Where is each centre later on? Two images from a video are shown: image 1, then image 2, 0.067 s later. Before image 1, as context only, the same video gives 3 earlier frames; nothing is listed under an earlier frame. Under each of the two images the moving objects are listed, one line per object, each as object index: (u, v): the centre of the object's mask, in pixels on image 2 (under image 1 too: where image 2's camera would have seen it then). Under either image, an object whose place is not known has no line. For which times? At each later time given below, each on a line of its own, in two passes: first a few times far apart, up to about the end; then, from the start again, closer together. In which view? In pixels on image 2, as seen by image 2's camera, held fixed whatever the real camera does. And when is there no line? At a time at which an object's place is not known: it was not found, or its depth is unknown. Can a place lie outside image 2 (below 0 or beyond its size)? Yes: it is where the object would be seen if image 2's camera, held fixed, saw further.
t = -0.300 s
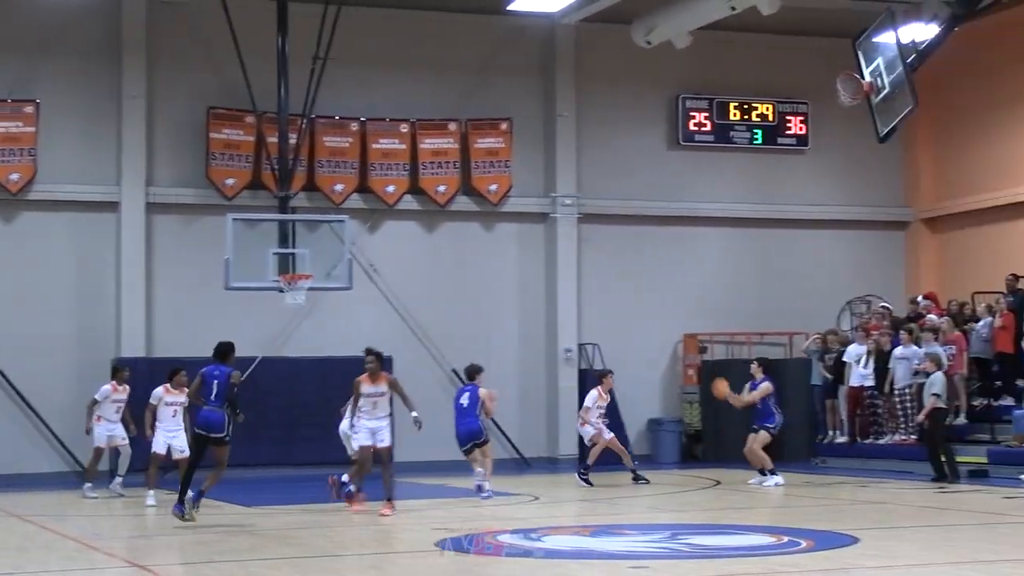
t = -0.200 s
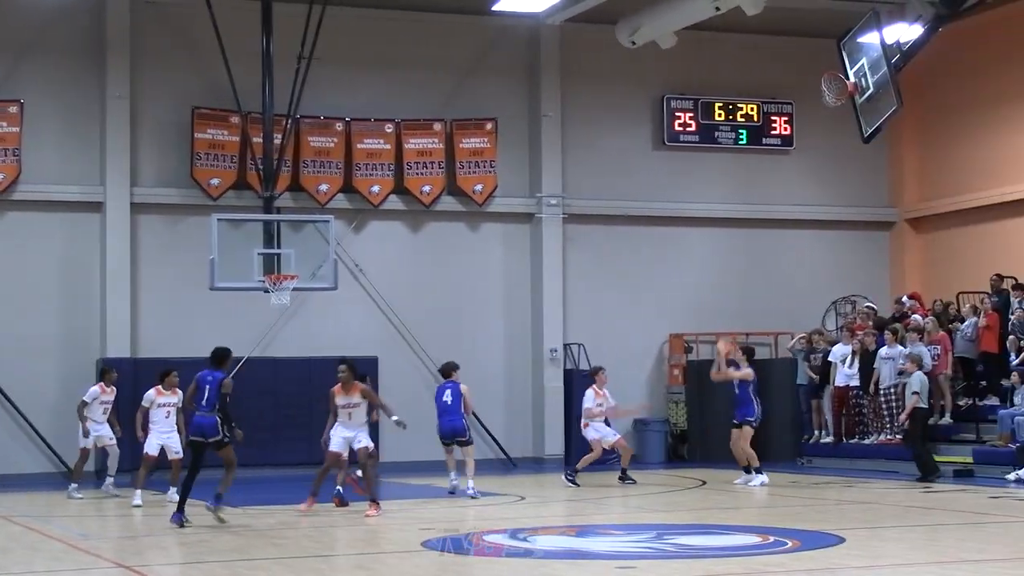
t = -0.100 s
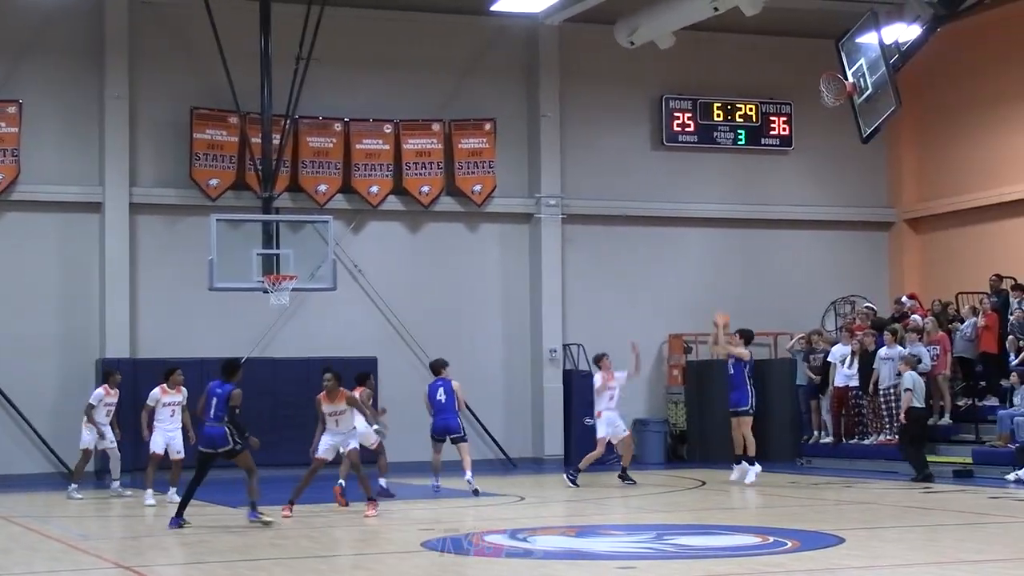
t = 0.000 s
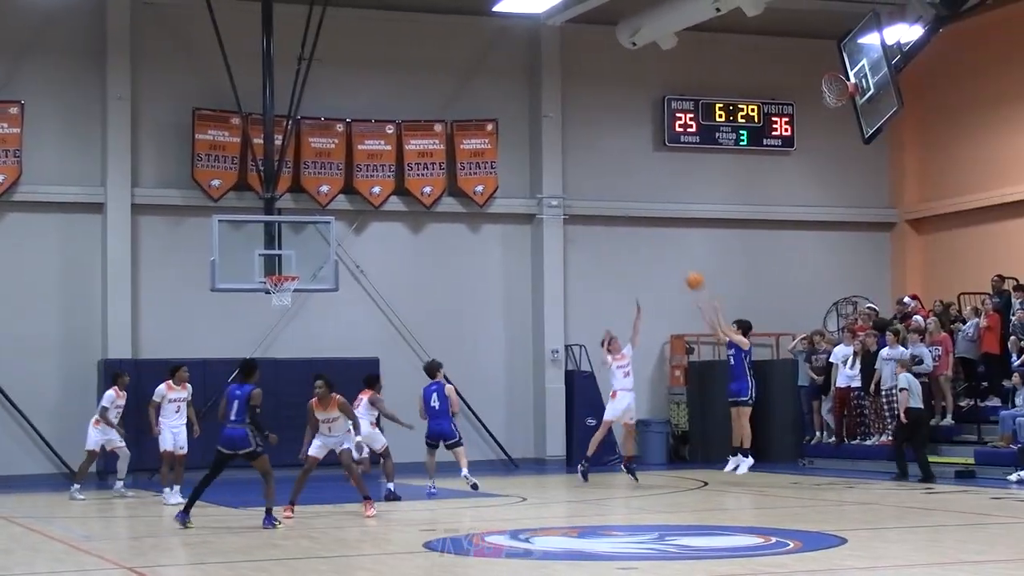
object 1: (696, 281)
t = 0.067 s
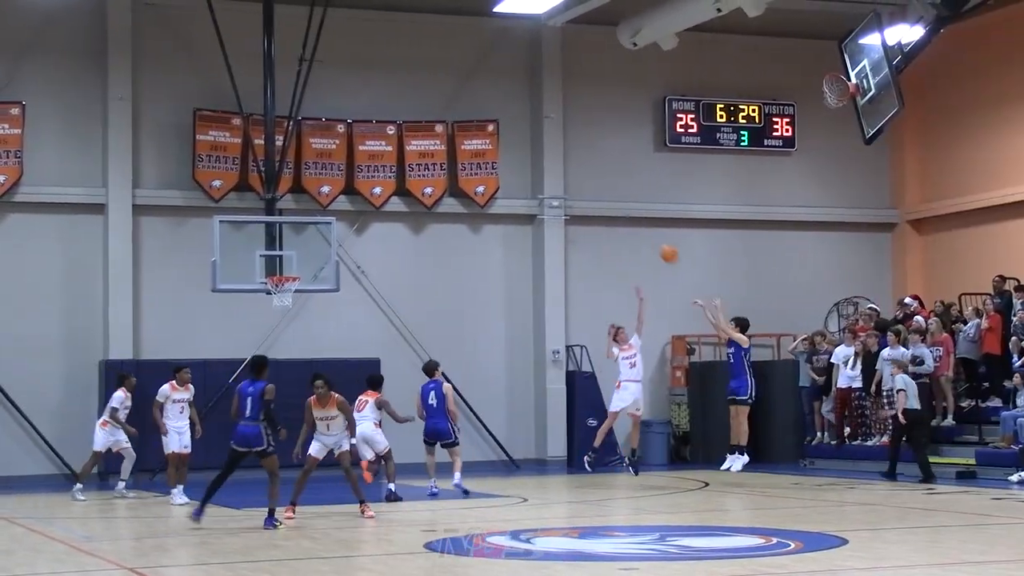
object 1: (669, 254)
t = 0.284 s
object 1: (588, 187)
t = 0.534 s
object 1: (502, 153)
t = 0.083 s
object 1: (663, 248)
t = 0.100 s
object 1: (656, 241)
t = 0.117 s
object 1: (651, 236)
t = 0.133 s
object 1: (643, 229)
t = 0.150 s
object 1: (637, 224)
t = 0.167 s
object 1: (632, 219)
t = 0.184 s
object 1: (624, 213)
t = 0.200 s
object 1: (619, 209)
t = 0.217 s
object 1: (613, 204)
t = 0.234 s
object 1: (606, 199)
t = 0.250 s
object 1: (600, 195)
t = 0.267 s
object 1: (594, 191)
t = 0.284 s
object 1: (588, 187)
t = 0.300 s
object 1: (581, 183)
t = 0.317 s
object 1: (575, 180)
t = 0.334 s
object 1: (571, 177)
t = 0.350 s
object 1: (564, 174)
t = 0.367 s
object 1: (558, 171)
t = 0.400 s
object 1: (546, 166)
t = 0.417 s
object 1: (540, 163)
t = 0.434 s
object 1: (533, 161)
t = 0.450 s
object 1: (527, 160)
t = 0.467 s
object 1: (522, 158)
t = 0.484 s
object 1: (516, 156)
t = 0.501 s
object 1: (510, 155)
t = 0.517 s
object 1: (505, 154)
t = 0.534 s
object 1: (502, 153)
